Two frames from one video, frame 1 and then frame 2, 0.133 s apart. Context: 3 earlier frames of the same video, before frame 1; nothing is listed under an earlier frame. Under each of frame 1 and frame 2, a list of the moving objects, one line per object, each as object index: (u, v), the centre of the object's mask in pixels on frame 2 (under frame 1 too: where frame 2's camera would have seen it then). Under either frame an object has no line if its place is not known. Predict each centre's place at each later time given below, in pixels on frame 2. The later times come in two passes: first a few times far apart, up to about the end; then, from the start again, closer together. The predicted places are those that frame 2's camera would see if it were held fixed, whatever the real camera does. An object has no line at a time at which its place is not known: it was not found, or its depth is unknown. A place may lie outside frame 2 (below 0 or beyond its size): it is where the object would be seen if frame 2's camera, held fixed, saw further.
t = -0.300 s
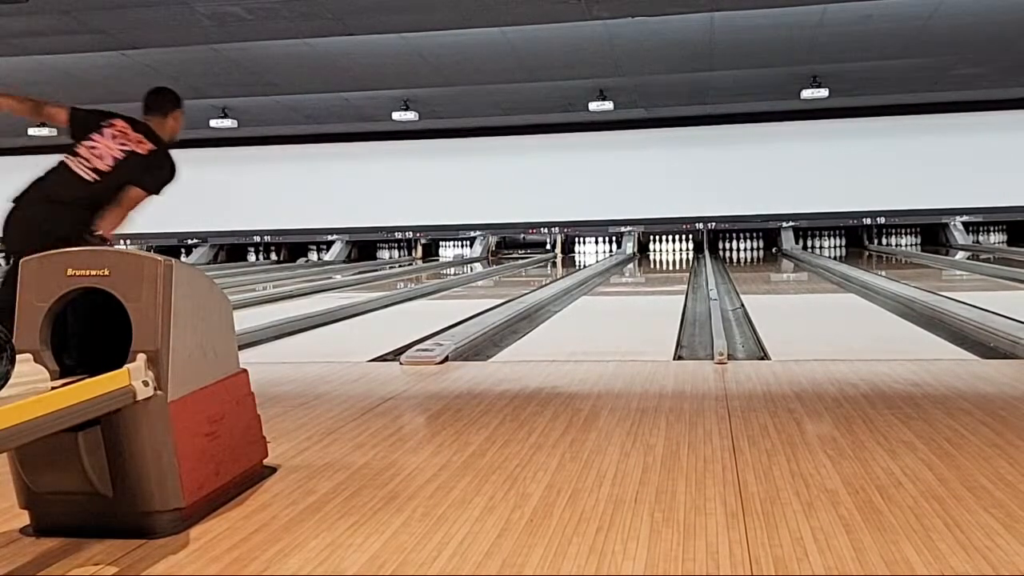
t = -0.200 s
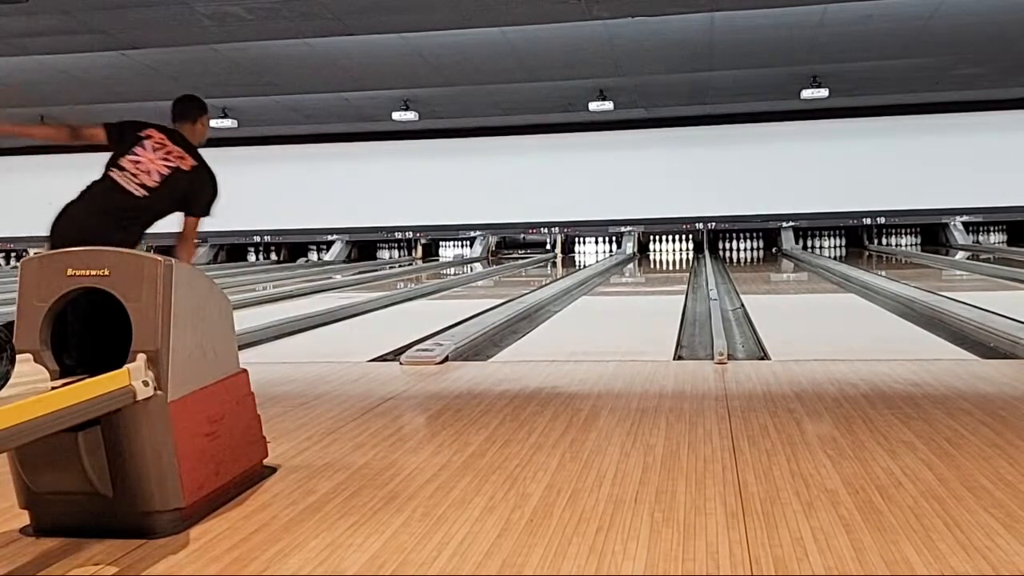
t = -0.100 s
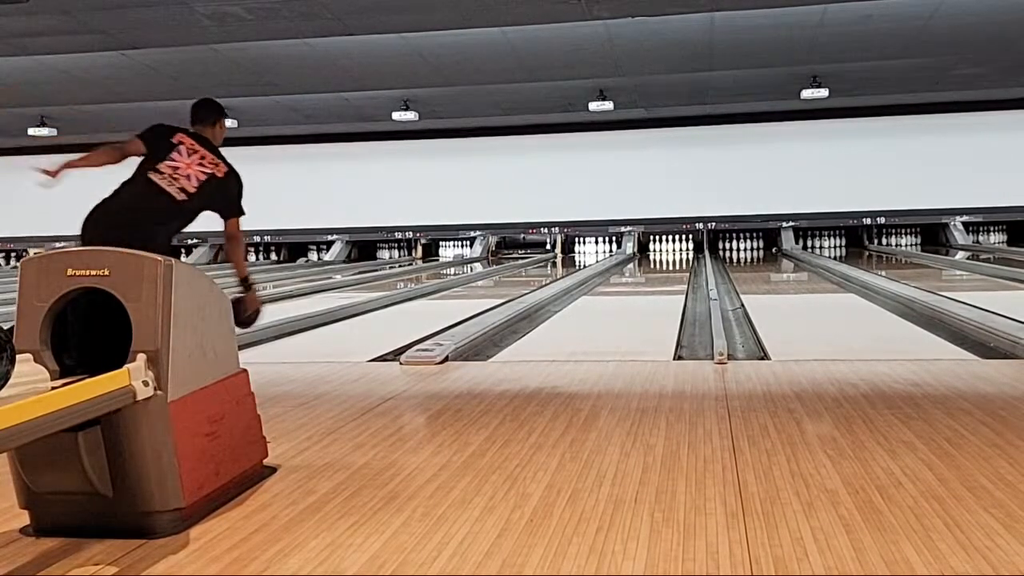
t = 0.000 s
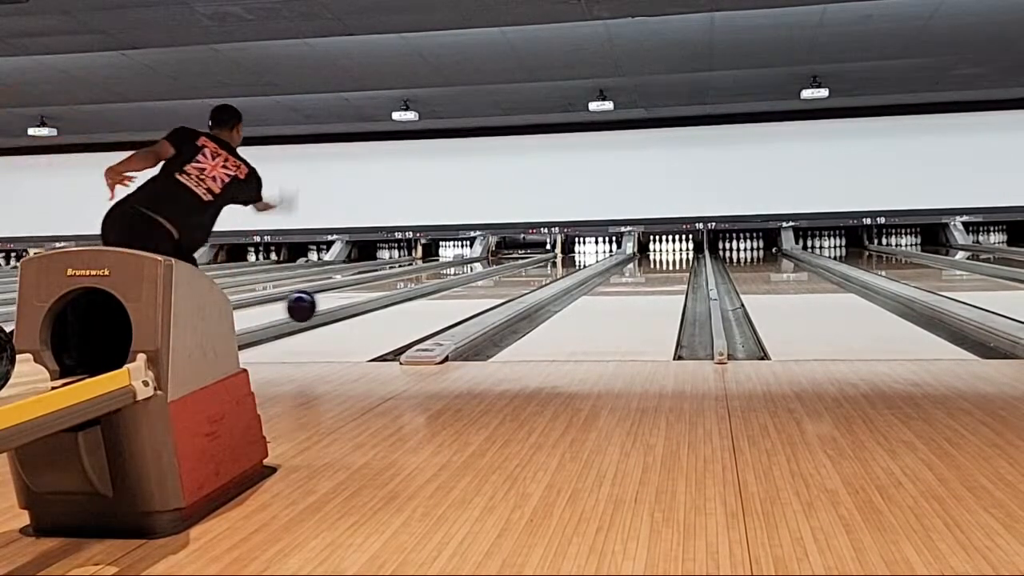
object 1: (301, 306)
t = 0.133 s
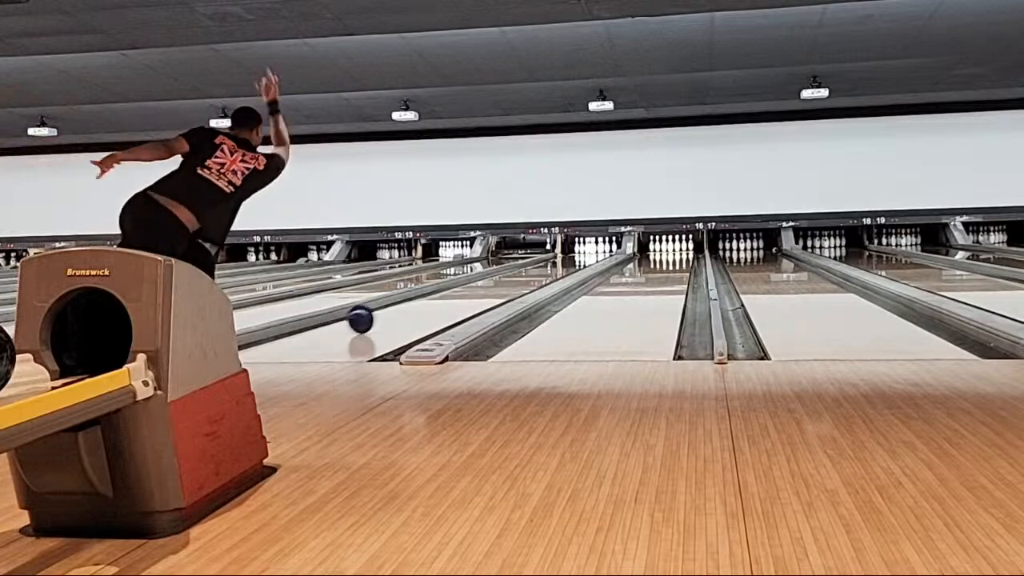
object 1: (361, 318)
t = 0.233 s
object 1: (395, 309)
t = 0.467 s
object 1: (453, 292)
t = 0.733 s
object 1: (498, 281)
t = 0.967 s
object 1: (526, 272)
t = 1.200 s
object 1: (547, 266)
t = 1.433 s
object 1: (563, 261)
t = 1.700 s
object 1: (577, 257)
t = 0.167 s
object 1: (373, 314)
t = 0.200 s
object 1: (384, 311)
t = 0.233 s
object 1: (395, 309)
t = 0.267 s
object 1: (405, 306)
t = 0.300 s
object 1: (414, 304)
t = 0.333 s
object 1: (423, 301)
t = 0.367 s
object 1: (431, 299)
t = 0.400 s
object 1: (439, 297)
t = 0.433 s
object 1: (446, 295)
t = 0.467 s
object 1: (453, 292)
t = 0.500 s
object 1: (460, 291)
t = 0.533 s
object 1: (466, 289)
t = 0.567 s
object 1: (472, 288)
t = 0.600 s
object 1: (478, 287)
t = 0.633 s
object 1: (483, 285)
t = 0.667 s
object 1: (489, 283)
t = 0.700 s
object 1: (494, 282)
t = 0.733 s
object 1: (498, 281)
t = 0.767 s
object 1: (503, 279)
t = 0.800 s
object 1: (507, 278)
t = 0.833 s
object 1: (511, 277)
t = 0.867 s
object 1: (515, 276)
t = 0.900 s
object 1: (519, 274)
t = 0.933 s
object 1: (523, 273)
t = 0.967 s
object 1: (526, 272)
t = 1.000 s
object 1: (530, 272)
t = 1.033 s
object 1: (532, 270)
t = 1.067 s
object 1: (536, 270)
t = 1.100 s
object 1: (539, 268)
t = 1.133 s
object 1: (542, 268)
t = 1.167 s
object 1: (544, 267)
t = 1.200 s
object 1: (547, 266)
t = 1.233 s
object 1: (550, 265)
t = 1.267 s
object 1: (552, 265)
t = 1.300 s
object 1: (554, 264)
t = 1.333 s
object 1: (557, 263)
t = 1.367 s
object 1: (558, 263)
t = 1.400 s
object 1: (560, 262)
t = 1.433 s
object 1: (563, 261)
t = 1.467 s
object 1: (565, 260)
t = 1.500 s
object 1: (567, 260)
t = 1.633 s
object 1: (574, 259)
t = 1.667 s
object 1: (576, 258)
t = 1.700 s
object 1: (577, 257)
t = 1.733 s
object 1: (579, 257)
